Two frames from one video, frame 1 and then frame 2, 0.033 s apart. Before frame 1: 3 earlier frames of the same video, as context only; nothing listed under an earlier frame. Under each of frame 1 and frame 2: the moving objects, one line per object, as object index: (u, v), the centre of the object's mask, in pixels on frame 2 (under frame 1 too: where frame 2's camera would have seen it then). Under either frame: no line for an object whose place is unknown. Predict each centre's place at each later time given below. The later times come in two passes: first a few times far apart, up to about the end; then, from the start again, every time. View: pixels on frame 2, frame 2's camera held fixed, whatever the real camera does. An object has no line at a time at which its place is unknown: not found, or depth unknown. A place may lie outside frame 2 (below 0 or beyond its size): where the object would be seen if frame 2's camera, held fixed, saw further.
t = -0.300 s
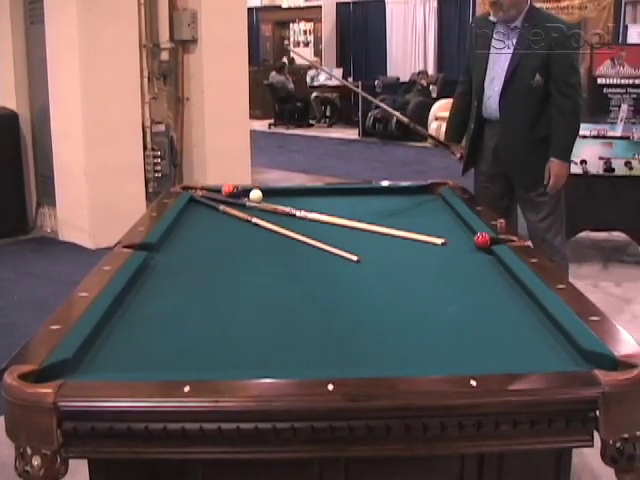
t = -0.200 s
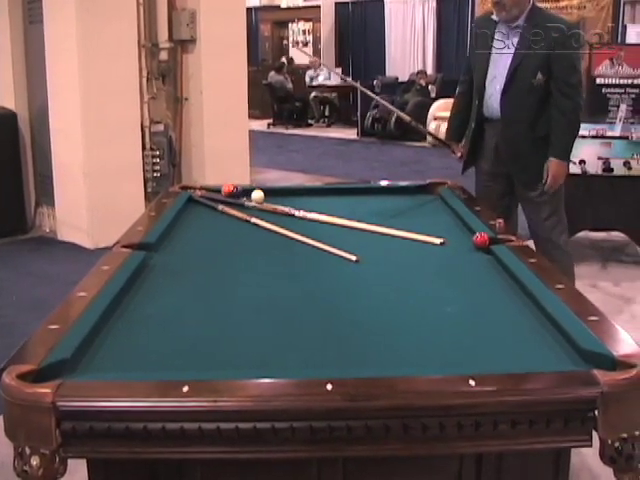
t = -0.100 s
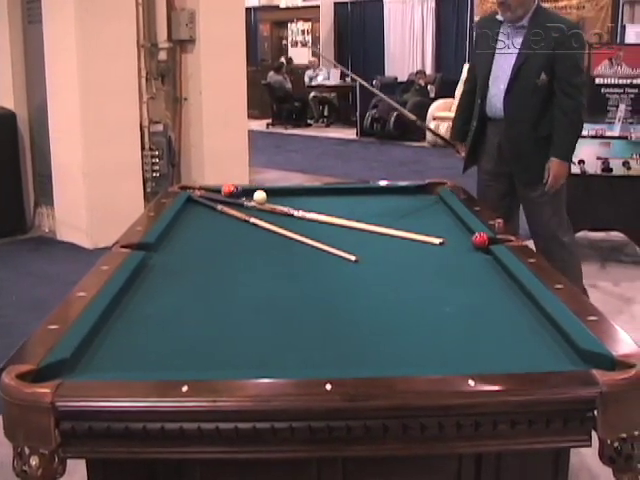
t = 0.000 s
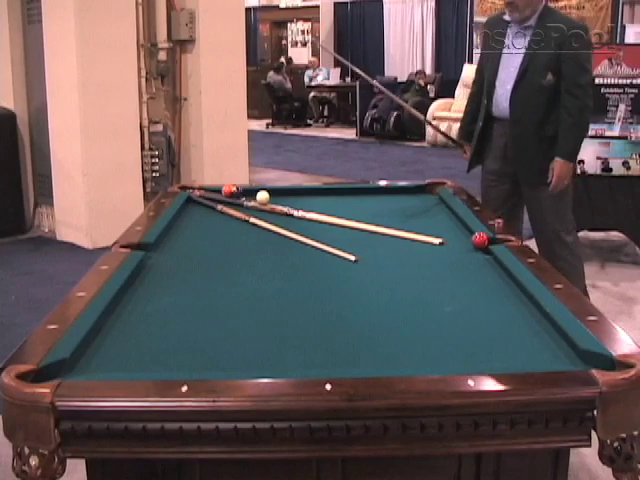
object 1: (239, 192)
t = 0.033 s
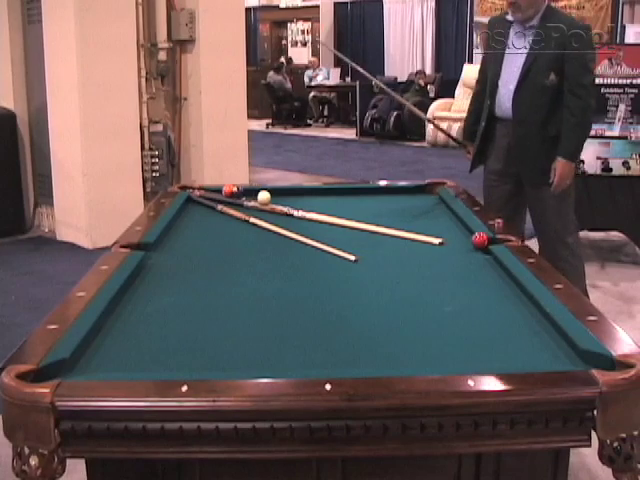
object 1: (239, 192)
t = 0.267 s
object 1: (241, 192)
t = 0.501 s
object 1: (245, 193)
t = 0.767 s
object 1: (249, 194)
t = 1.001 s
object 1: (254, 194)
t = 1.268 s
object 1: (259, 196)
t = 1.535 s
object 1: (267, 198)
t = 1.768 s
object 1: (275, 199)
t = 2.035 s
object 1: (284, 201)
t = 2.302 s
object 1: (295, 203)
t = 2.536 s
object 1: (307, 205)
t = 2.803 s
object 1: (321, 208)
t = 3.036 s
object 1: (336, 211)
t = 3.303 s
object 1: (354, 214)
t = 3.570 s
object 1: (374, 218)
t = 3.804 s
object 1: (393, 222)
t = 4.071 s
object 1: (416, 226)
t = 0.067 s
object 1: (239, 192)
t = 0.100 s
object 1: (239, 192)
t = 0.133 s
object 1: (240, 192)
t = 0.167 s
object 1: (241, 192)
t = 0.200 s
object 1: (241, 192)
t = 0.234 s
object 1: (240, 192)
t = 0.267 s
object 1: (241, 192)
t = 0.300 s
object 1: (241, 192)
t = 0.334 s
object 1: (243, 192)
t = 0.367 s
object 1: (243, 193)
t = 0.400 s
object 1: (244, 193)
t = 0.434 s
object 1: (245, 193)
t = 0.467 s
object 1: (245, 193)
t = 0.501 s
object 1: (245, 193)
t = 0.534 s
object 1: (246, 193)
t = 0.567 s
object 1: (246, 193)
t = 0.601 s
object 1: (246, 194)
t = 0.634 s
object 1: (247, 193)
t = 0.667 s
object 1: (248, 193)
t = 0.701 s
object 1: (249, 193)
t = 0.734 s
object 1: (249, 193)
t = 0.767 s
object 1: (249, 194)
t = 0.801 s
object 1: (249, 194)
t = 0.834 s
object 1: (250, 194)
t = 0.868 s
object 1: (250, 194)
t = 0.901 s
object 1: (251, 194)
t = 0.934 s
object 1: (252, 194)
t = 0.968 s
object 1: (253, 194)
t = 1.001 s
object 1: (254, 194)
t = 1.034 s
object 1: (254, 195)
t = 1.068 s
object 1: (255, 196)
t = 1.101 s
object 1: (256, 196)
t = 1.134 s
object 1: (256, 196)
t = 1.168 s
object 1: (257, 196)
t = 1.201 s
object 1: (257, 196)
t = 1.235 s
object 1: (258, 196)
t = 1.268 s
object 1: (259, 196)
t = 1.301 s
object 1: (260, 196)
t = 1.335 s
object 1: (260, 196)
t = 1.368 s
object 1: (262, 197)
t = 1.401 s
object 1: (263, 197)
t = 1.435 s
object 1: (264, 197)
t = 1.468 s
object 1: (265, 197)
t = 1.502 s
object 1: (266, 198)
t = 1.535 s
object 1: (267, 198)
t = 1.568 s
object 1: (268, 198)
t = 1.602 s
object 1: (269, 198)
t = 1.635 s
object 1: (270, 198)
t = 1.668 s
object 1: (271, 199)
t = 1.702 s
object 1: (273, 199)
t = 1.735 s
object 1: (273, 199)
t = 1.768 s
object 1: (275, 199)
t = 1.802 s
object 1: (276, 199)
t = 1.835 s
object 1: (277, 199)
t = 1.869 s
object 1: (278, 200)
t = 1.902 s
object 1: (279, 200)
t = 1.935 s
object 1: (280, 200)
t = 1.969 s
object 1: (281, 200)
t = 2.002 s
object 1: (282, 201)
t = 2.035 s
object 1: (284, 201)
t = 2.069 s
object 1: (285, 201)
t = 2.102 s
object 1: (287, 202)
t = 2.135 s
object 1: (288, 202)
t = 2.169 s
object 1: (290, 202)
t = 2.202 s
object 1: (291, 203)
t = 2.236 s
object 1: (292, 203)
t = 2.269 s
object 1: (294, 203)
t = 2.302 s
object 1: (295, 203)
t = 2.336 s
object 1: (297, 203)
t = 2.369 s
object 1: (299, 203)
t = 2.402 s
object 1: (300, 204)
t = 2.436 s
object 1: (302, 204)
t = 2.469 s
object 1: (303, 204)
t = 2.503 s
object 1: (305, 205)
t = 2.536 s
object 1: (307, 205)
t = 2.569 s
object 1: (308, 205)
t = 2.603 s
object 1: (310, 205)
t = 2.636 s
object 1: (313, 205)
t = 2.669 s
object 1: (314, 206)
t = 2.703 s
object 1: (316, 206)
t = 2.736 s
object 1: (317, 207)
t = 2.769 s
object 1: (319, 207)
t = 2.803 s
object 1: (321, 208)
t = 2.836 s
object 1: (323, 208)
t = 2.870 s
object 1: (325, 208)
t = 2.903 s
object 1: (327, 209)
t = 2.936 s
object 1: (329, 209)
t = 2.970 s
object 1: (331, 210)
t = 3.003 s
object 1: (333, 210)
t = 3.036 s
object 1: (336, 211)
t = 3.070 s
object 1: (337, 211)
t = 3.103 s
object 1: (340, 212)
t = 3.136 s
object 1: (342, 212)
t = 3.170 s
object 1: (344, 212)
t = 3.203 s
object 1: (346, 212)
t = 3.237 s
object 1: (349, 213)
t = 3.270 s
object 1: (351, 214)
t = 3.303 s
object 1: (354, 214)
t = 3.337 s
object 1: (357, 215)
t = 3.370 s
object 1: (359, 215)
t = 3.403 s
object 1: (362, 216)
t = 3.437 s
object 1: (364, 216)
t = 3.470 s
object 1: (366, 217)
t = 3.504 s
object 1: (369, 217)
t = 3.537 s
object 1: (372, 218)
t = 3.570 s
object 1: (374, 218)
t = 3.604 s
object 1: (376, 218)
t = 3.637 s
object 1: (379, 219)
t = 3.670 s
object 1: (382, 219)
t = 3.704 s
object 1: (384, 220)
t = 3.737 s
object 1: (387, 221)
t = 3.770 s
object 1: (390, 221)
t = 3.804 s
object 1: (393, 222)
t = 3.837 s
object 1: (396, 222)
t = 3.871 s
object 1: (398, 223)
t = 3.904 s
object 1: (401, 223)
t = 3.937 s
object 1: (405, 224)
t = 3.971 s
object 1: (407, 224)
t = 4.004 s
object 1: (410, 225)
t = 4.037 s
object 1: (413, 226)
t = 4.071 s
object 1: (416, 226)
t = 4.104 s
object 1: (419, 227)
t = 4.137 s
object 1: (423, 228)
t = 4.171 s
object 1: (426, 228)
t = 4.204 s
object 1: (429, 229)
